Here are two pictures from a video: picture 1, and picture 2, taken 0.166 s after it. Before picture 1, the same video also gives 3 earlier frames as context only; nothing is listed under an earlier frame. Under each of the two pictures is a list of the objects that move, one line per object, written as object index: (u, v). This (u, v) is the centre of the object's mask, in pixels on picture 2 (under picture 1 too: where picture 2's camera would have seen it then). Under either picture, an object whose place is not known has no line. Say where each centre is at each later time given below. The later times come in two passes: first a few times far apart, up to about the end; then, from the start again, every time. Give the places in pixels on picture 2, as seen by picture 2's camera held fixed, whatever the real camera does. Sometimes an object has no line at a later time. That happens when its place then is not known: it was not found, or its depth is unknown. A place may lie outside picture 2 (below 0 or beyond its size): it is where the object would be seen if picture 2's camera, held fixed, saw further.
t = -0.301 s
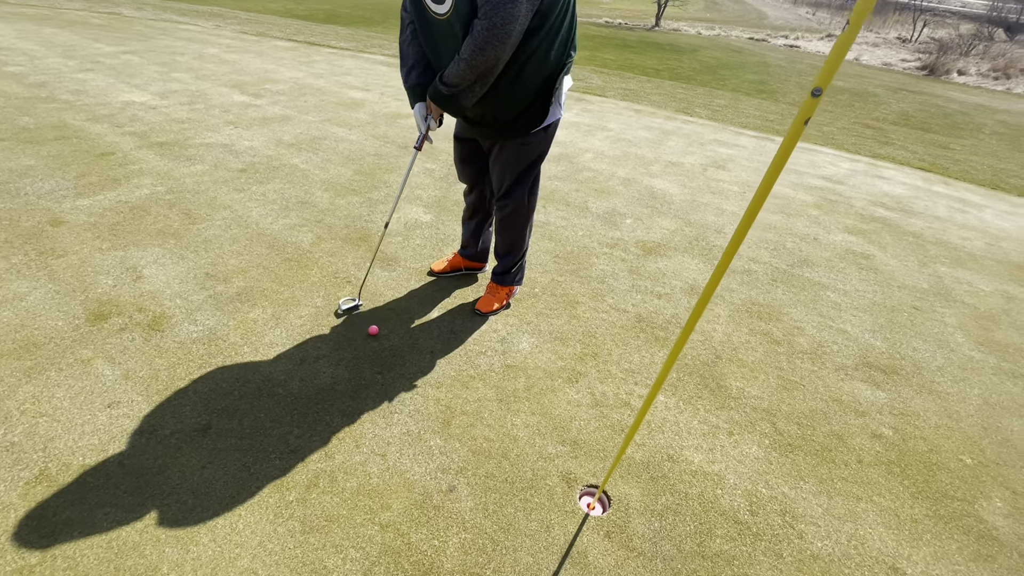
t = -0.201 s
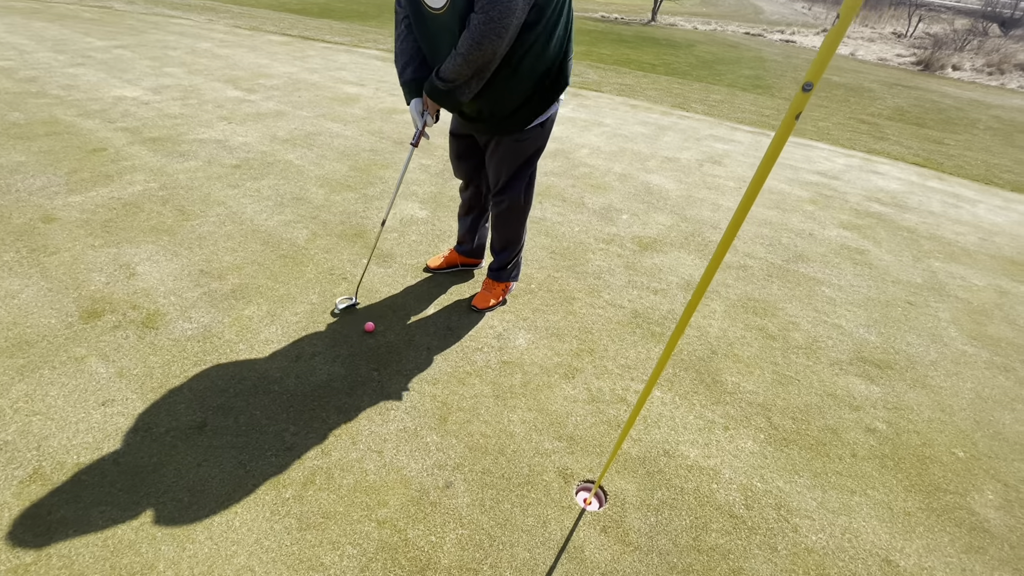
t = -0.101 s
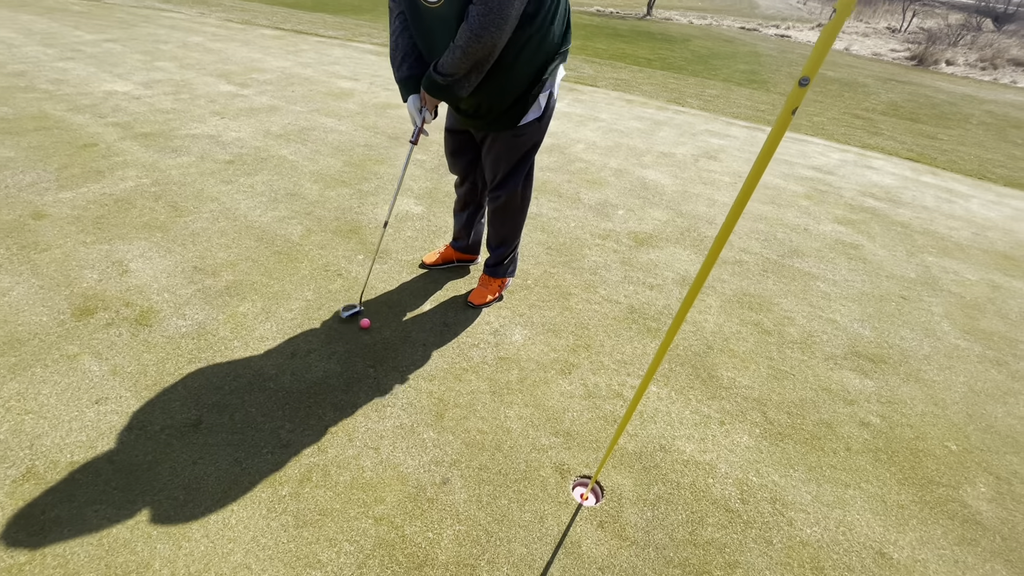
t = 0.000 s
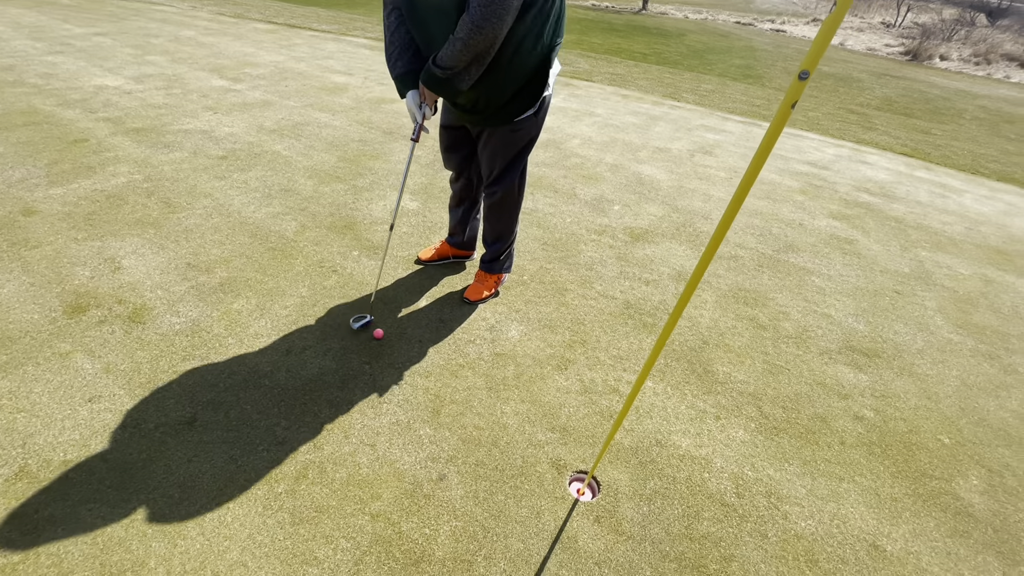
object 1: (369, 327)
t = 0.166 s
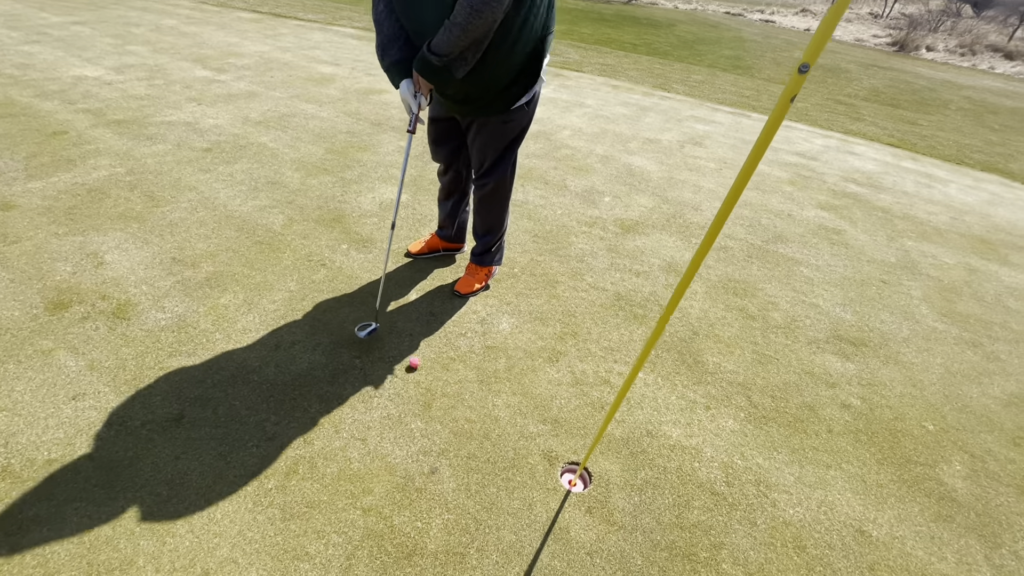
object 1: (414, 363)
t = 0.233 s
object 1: (432, 377)
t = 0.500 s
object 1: (507, 432)
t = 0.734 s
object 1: (572, 481)
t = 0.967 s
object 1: (633, 496)
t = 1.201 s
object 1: (685, 507)
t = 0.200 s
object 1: (423, 370)
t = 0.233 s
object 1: (432, 377)
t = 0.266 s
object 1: (441, 383)
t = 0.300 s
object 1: (451, 390)
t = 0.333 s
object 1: (460, 397)
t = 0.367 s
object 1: (469, 404)
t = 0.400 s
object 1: (478, 411)
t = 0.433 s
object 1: (487, 418)
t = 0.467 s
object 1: (497, 425)
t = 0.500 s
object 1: (507, 432)
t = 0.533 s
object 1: (516, 439)
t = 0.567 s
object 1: (525, 445)
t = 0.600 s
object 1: (535, 453)
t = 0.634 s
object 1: (544, 460)
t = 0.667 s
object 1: (553, 467)
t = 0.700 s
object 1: (562, 473)
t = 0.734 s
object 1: (572, 481)
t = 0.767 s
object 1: (581, 484)
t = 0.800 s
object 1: (590, 485)
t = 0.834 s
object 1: (599, 488)
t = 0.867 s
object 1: (608, 490)
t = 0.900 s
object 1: (617, 492)
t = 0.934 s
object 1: (625, 494)
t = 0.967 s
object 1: (633, 496)
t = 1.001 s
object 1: (641, 498)
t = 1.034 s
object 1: (649, 500)
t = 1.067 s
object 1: (657, 501)
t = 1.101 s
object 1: (664, 503)
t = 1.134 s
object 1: (671, 504)
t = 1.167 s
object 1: (678, 505)
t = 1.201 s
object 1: (685, 507)
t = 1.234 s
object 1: (691, 508)
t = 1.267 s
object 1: (697, 509)
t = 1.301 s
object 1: (702, 510)
